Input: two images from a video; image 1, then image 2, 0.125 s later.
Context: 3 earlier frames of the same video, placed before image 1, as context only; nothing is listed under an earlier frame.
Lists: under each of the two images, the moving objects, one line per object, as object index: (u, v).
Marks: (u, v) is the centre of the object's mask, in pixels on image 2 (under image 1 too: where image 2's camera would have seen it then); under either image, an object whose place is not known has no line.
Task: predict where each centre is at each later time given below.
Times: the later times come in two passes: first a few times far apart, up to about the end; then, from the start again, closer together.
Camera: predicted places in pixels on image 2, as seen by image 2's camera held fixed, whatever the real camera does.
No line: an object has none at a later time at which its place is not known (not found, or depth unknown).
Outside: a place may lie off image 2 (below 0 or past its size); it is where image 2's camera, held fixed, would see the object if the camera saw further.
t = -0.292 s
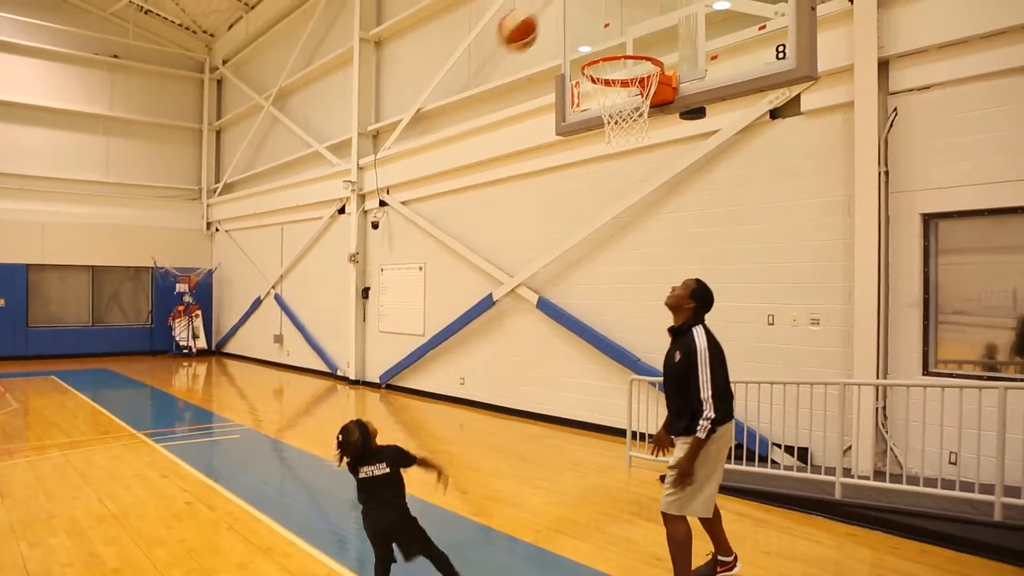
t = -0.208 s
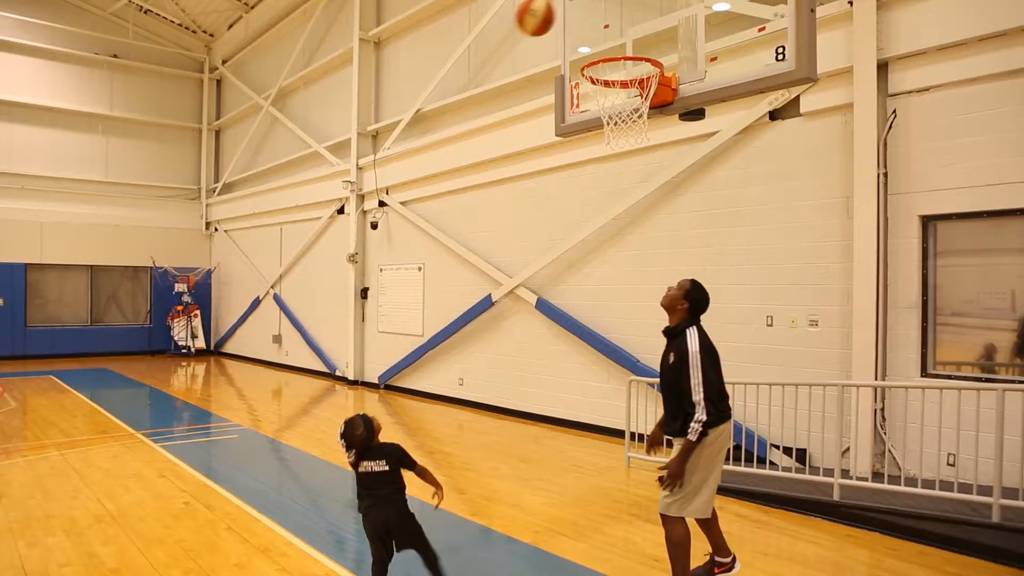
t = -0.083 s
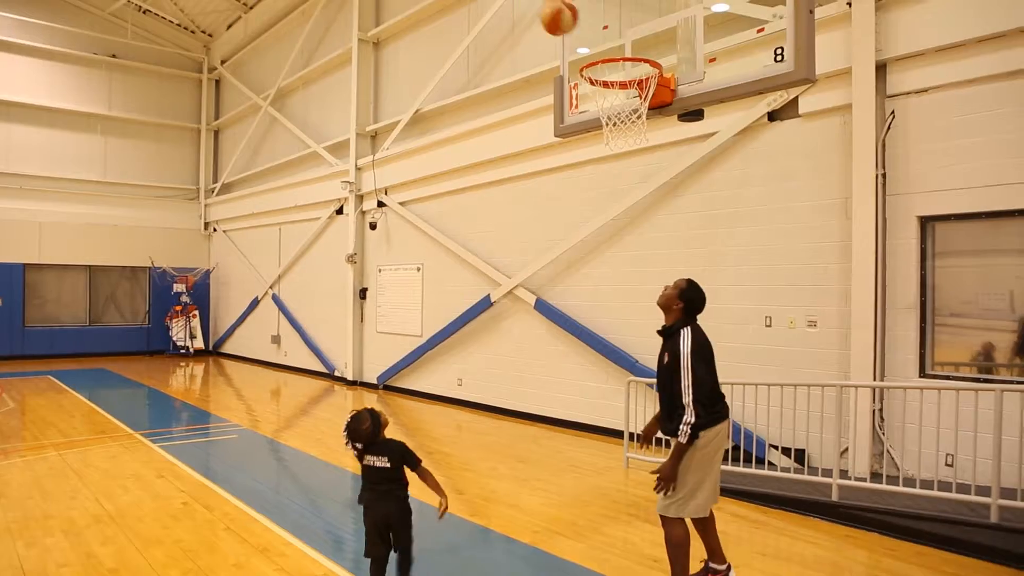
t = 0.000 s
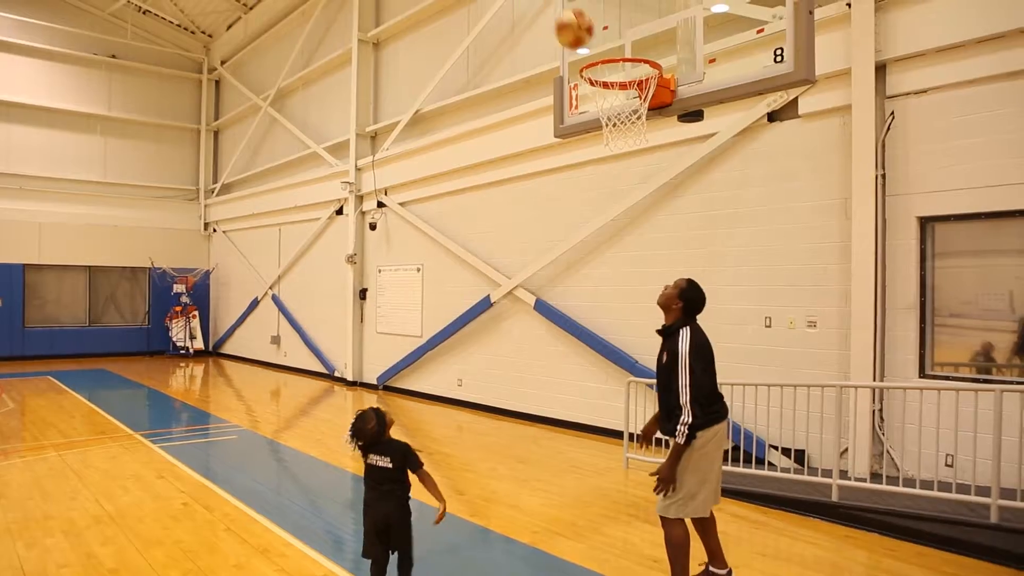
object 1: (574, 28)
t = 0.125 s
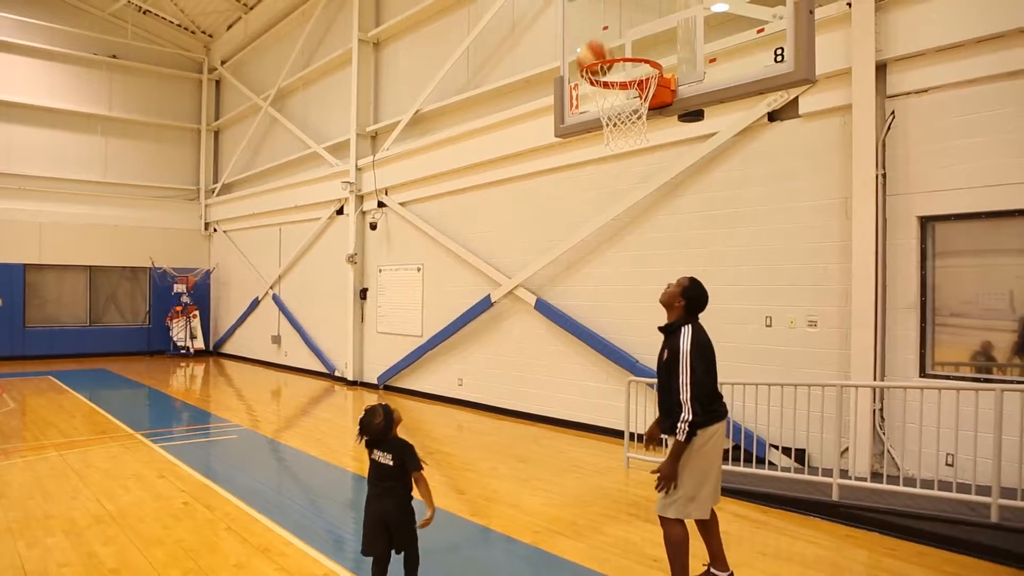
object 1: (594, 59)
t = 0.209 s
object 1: (603, 46)
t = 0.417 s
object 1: (622, 58)
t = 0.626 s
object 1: (638, 61)
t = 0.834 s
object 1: (636, 83)
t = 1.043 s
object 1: (622, 137)
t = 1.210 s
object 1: (607, 221)
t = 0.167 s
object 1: (598, 49)
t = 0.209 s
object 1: (603, 46)
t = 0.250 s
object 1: (607, 44)
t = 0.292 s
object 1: (610, 45)
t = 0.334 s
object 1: (614, 50)
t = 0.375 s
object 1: (618, 60)
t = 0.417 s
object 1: (622, 58)
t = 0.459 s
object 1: (625, 54)
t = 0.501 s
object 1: (629, 53)
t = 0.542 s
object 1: (633, 54)
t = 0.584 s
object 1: (636, 59)
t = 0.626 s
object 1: (638, 61)
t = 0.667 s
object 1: (637, 60)
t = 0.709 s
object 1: (636, 62)
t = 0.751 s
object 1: (636, 67)
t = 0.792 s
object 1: (635, 76)
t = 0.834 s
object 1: (636, 83)
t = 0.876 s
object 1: (633, 95)
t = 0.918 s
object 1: (630, 106)
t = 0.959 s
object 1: (628, 114)
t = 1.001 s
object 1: (625, 124)
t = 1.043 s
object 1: (622, 137)
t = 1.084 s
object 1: (618, 153)
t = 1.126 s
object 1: (614, 173)
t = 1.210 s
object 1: (607, 221)
